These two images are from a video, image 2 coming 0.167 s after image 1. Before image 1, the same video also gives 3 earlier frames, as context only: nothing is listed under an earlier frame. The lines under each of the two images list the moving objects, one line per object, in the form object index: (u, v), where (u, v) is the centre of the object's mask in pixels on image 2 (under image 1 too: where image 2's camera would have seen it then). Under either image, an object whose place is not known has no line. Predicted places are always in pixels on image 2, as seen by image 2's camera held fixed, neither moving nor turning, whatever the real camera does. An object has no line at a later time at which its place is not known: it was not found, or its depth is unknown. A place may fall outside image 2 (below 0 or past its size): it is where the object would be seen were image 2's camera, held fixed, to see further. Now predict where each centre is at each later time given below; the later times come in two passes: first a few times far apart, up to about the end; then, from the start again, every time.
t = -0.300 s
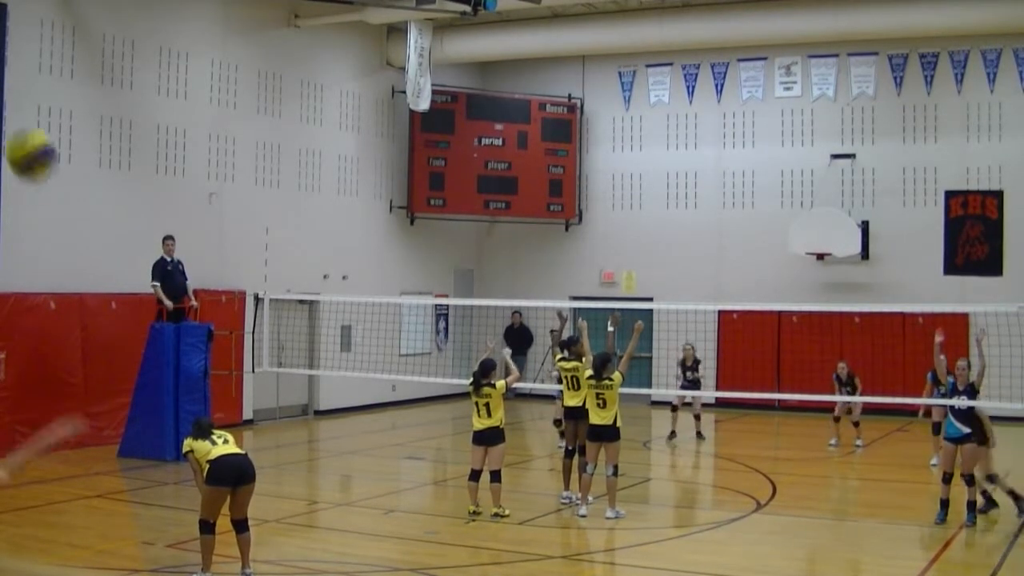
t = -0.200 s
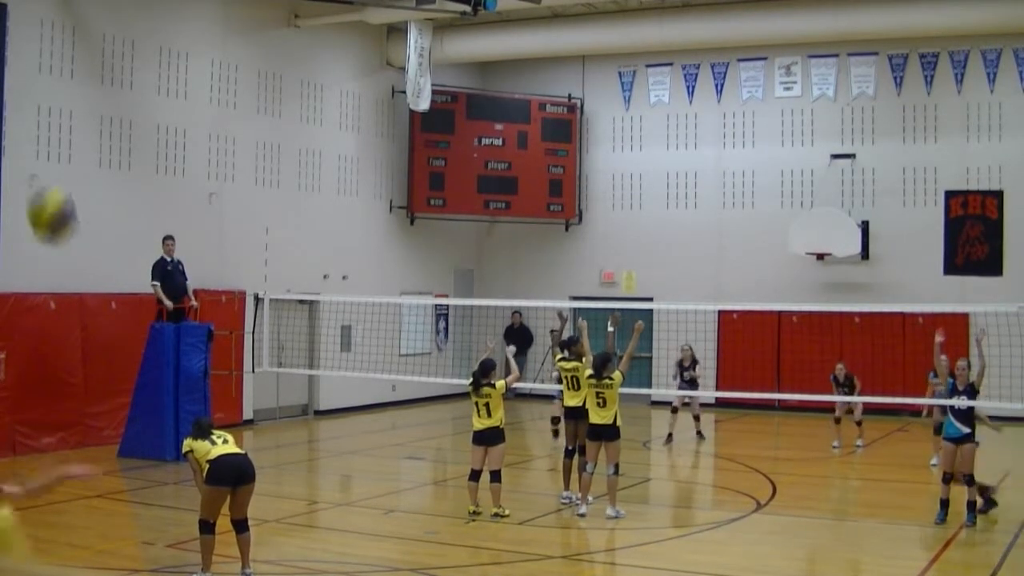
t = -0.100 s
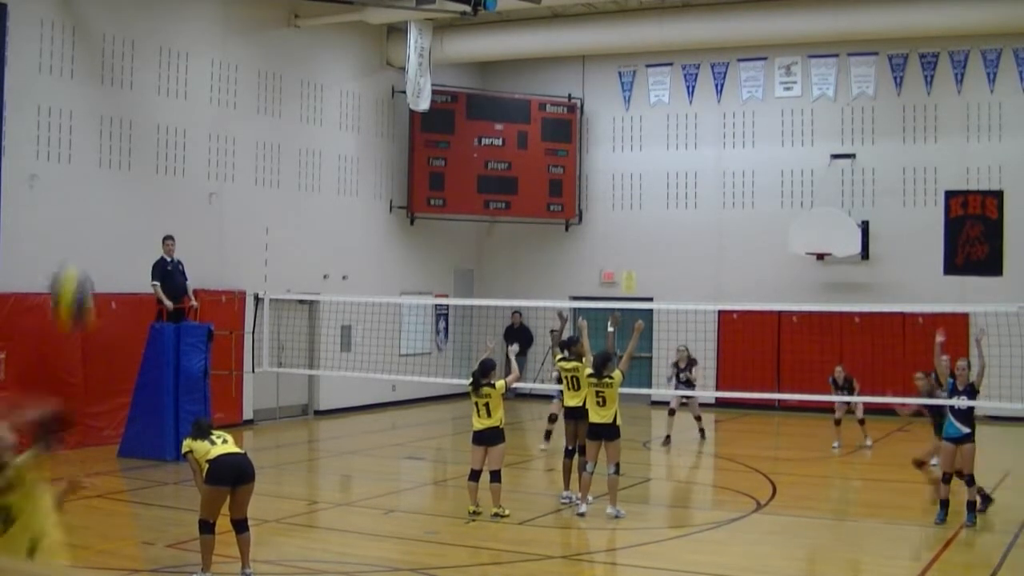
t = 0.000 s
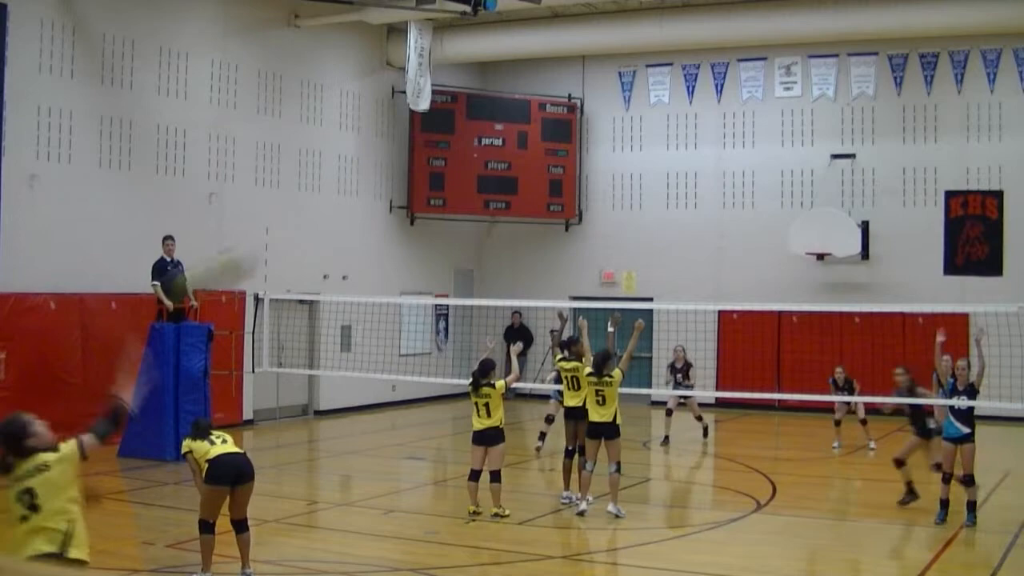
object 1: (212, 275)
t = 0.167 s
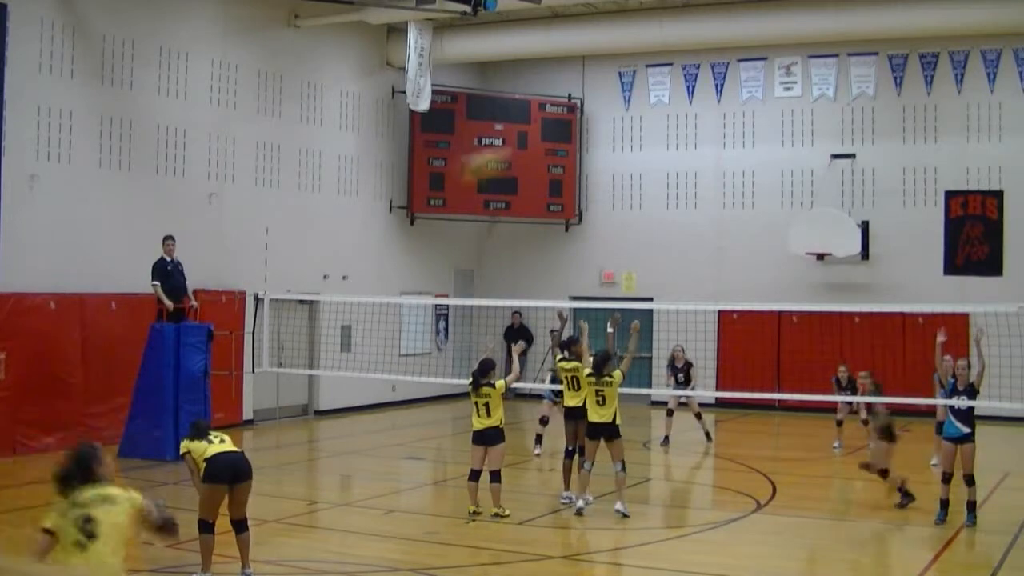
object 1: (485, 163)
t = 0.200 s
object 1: (524, 152)
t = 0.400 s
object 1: (688, 119)
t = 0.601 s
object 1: (783, 121)
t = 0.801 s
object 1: (846, 149)
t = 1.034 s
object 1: (898, 209)
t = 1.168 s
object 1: (923, 249)
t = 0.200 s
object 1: (524, 152)
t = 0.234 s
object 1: (558, 142)
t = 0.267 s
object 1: (587, 138)
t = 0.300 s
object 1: (616, 131)
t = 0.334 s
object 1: (643, 126)
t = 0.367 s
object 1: (667, 122)
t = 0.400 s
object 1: (688, 119)
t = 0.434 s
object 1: (706, 117)
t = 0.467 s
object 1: (724, 116)
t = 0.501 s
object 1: (742, 116)
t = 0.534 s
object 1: (756, 117)
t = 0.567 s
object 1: (770, 118)
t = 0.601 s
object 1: (783, 121)
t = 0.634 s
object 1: (796, 125)
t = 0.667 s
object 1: (807, 129)
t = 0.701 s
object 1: (819, 135)
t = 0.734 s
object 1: (830, 138)
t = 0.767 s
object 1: (838, 145)
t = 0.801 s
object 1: (846, 149)
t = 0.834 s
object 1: (854, 159)
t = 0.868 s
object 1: (861, 165)
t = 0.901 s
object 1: (870, 173)
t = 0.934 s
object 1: (877, 180)
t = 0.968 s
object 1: (884, 190)
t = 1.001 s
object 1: (892, 199)
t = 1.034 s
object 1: (898, 209)
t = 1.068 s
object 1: (904, 218)
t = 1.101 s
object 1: (911, 228)
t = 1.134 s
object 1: (916, 238)
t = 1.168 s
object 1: (923, 249)
